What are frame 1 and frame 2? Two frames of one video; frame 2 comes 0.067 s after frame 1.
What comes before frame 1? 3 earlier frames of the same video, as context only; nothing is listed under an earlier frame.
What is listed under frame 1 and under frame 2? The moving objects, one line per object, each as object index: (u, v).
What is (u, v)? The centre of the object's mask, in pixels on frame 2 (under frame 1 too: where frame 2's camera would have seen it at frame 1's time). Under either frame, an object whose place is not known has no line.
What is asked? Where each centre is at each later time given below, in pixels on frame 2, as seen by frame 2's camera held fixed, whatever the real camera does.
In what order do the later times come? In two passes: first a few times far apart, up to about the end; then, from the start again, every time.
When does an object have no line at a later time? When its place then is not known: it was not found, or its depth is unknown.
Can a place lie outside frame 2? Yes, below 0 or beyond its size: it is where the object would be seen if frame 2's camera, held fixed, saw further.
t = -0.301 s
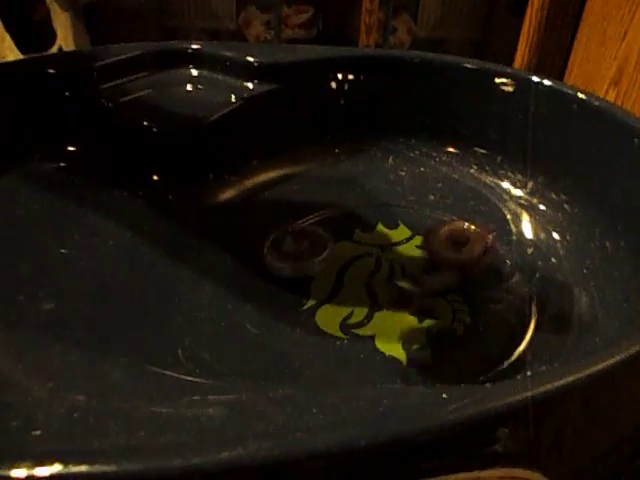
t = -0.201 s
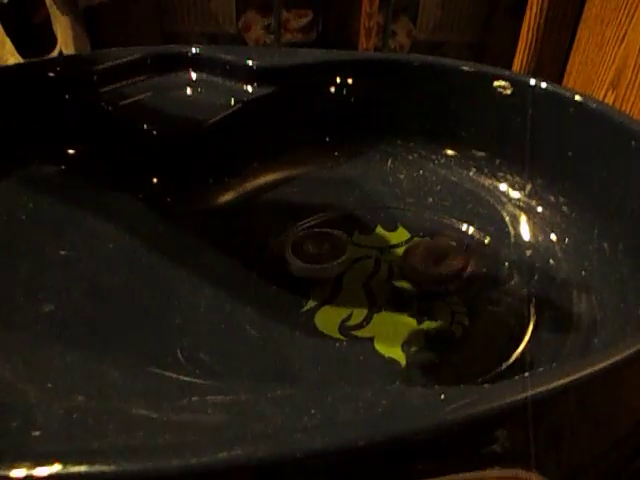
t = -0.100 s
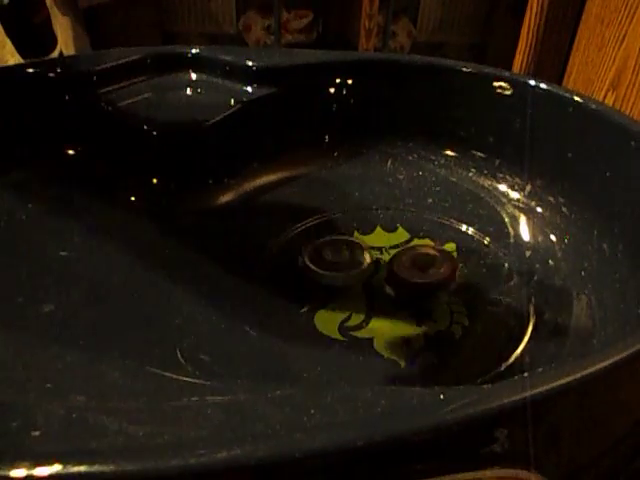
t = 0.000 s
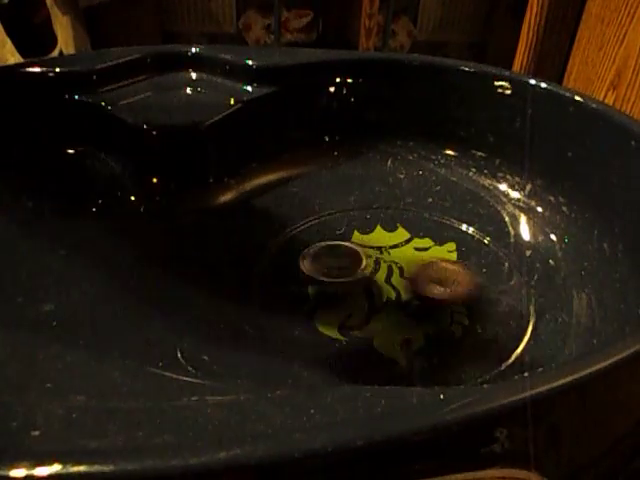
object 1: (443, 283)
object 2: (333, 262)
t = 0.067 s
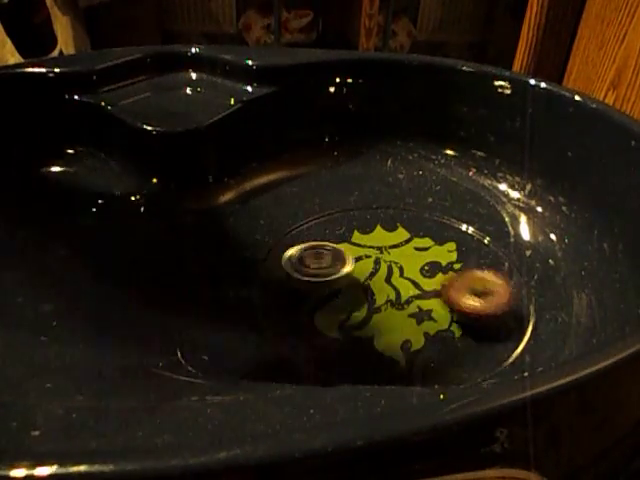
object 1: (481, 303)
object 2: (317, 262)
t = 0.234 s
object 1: (506, 309)
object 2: (299, 278)
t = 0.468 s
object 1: (491, 312)
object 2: (310, 296)
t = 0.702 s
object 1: (449, 315)
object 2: (331, 298)
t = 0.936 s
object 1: (545, 323)
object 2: (248, 246)
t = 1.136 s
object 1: (581, 295)
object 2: (181, 216)
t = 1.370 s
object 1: (491, 258)
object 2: (182, 268)
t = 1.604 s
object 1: (394, 252)
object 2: (222, 277)
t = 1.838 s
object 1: (346, 271)
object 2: (267, 262)
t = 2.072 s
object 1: (545, 322)
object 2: (225, 197)
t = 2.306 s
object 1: (457, 255)
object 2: (209, 273)
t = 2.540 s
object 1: (348, 212)
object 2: (272, 302)
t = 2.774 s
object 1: (292, 235)
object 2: (374, 295)
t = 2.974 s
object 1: (269, 264)
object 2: (438, 274)
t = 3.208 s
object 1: (274, 294)
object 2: (467, 243)
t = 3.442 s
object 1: (313, 314)
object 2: (438, 228)
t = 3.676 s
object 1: (356, 307)
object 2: (411, 243)
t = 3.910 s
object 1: (294, 342)
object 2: (462, 232)
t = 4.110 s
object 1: (256, 354)
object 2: (452, 222)
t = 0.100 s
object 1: (493, 306)
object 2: (311, 268)
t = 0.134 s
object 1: (500, 308)
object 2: (307, 270)
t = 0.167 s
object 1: (505, 310)
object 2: (303, 273)
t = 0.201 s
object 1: (506, 309)
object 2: (301, 275)
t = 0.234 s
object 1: (506, 309)
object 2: (299, 278)
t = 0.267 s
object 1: (505, 308)
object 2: (299, 281)
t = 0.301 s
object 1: (504, 308)
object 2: (299, 284)
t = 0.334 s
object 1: (503, 308)
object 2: (300, 287)
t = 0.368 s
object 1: (501, 308)
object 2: (301, 289)
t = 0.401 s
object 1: (500, 311)
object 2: (304, 292)
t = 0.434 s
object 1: (496, 311)
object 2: (307, 294)
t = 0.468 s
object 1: (491, 312)
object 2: (310, 296)
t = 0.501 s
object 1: (486, 312)
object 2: (313, 297)
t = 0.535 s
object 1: (481, 312)
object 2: (316, 298)
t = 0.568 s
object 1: (475, 313)
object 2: (320, 299)
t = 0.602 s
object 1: (469, 313)
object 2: (324, 300)
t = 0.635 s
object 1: (462, 313)
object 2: (327, 300)
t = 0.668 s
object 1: (455, 314)
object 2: (329, 300)
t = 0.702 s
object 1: (449, 315)
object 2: (331, 298)
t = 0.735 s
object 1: (441, 315)
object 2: (334, 298)
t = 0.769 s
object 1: (432, 316)
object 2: (335, 296)
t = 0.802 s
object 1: (423, 316)
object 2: (336, 295)
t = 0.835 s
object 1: (419, 318)
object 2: (336, 293)
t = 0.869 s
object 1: (459, 326)
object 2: (302, 277)
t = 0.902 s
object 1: (511, 335)
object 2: (270, 261)
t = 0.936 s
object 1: (545, 323)
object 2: (248, 246)
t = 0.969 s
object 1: (565, 319)
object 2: (230, 235)
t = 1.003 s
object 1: (578, 318)
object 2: (215, 226)
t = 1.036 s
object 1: (586, 313)
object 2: (204, 218)
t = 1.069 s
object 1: (587, 309)
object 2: (194, 215)
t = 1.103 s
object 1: (587, 303)
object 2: (186, 215)
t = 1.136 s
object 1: (581, 295)
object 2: (181, 216)
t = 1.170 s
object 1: (573, 289)
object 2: (176, 220)
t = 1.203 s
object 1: (564, 282)
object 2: (172, 227)
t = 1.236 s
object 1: (551, 275)
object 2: (171, 235)
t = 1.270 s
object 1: (537, 269)
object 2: (172, 244)
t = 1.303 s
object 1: (521, 265)
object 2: (173, 253)
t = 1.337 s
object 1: (505, 261)
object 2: (177, 260)
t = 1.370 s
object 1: (491, 258)
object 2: (182, 268)
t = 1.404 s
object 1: (477, 255)
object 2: (188, 273)
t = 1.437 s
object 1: (463, 254)
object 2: (193, 277)
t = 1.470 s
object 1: (448, 255)
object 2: (200, 279)
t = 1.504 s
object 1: (434, 251)
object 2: (205, 279)
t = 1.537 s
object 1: (418, 252)
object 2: (210, 279)
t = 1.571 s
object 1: (407, 252)
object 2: (216, 279)
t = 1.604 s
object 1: (394, 252)
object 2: (222, 277)
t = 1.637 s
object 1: (384, 256)
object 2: (228, 275)
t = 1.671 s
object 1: (372, 260)
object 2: (235, 273)
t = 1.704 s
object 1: (362, 264)
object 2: (242, 270)
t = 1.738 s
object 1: (352, 266)
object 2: (249, 267)
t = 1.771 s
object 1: (342, 267)
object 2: (257, 264)
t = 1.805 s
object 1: (337, 269)
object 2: (264, 264)
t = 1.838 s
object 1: (346, 271)
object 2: (267, 262)
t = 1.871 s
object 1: (354, 274)
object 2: (270, 261)
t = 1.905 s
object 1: (359, 276)
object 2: (275, 259)
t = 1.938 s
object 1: (362, 278)
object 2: (281, 258)
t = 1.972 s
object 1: (362, 279)
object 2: (289, 255)
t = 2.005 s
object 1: (398, 287)
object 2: (273, 241)
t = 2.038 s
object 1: (489, 318)
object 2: (247, 215)
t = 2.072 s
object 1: (545, 322)
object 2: (225, 197)
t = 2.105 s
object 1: (595, 307)
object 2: (213, 191)
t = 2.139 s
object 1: (586, 296)
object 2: (206, 202)
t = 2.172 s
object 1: (557, 269)
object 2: (202, 220)
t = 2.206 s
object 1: (526, 268)
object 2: (201, 236)
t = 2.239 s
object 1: (498, 283)
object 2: (202, 252)
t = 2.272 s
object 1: (478, 266)
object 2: (205, 264)
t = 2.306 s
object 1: (457, 255)
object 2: (209, 273)
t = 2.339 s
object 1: (433, 245)
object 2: (215, 282)
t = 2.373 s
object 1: (414, 232)
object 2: (223, 289)
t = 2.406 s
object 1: (399, 227)
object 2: (231, 293)
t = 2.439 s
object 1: (385, 222)
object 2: (240, 297)
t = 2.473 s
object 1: (374, 219)
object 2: (250, 299)
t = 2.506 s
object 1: (362, 216)
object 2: (260, 299)
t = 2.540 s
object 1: (348, 212)
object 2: (272, 302)
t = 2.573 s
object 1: (340, 215)
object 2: (288, 303)
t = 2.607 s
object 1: (330, 217)
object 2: (303, 302)
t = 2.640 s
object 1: (321, 220)
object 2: (318, 302)
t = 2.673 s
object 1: (313, 224)
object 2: (332, 301)
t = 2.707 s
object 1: (305, 228)
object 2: (347, 300)
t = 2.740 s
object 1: (297, 230)
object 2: (361, 296)
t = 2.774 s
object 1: (292, 235)
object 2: (374, 295)
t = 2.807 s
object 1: (283, 238)
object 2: (387, 293)
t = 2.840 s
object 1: (279, 245)
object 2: (399, 289)
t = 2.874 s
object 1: (276, 250)
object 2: (410, 286)
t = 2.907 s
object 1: (271, 253)
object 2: (420, 282)
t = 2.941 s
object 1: (271, 260)
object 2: (429, 279)
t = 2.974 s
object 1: (269, 264)
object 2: (438, 274)
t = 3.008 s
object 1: (268, 269)
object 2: (444, 269)
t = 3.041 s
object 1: (268, 274)
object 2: (451, 265)
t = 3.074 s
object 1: (268, 278)
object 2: (456, 260)
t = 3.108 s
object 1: (268, 281)
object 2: (461, 256)
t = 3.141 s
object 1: (268, 286)
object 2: (464, 252)
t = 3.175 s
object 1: (270, 290)
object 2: (466, 247)
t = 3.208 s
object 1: (274, 294)
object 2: (467, 243)
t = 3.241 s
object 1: (277, 298)
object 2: (466, 239)
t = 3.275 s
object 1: (281, 301)
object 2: (463, 235)
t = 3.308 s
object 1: (286, 304)
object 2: (460, 232)
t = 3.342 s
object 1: (292, 307)
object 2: (456, 230)
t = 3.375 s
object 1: (298, 309)
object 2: (450, 228)
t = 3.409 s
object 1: (306, 312)
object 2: (444, 227)
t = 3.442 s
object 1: (313, 314)
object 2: (438, 228)
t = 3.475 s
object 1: (320, 314)
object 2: (433, 228)
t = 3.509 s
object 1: (328, 315)
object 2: (428, 230)
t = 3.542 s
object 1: (334, 315)
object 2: (423, 232)
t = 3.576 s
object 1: (341, 313)
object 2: (419, 234)
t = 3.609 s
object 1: (345, 311)
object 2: (415, 237)
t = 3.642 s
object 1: (351, 309)
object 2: (413, 240)
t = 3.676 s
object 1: (356, 307)
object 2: (411, 243)
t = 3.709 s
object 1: (360, 306)
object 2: (410, 247)
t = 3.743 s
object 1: (365, 305)
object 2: (410, 251)
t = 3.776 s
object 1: (370, 302)
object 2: (412, 254)
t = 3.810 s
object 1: (374, 302)
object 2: (415, 257)
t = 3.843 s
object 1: (349, 316)
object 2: (435, 247)
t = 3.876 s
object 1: (317, 340)
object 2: (450, 239)
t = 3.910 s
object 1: (294, 342)
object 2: (462, 232)
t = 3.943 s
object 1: (279, 345)
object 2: (469, 227)
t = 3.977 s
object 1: (267, 352)
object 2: (471, 223)
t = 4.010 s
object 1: (258, 354)
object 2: (470, 221)
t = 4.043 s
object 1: (253, 355)
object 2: (465, 221)
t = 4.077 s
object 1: (252, 354)
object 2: (459, 221)
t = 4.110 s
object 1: (256, 354)
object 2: (452, 222)
